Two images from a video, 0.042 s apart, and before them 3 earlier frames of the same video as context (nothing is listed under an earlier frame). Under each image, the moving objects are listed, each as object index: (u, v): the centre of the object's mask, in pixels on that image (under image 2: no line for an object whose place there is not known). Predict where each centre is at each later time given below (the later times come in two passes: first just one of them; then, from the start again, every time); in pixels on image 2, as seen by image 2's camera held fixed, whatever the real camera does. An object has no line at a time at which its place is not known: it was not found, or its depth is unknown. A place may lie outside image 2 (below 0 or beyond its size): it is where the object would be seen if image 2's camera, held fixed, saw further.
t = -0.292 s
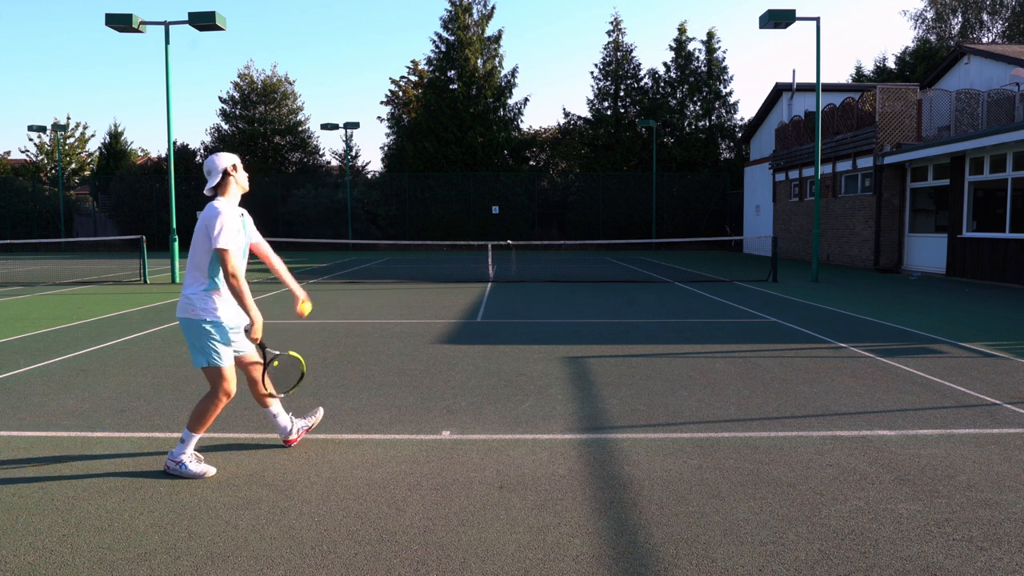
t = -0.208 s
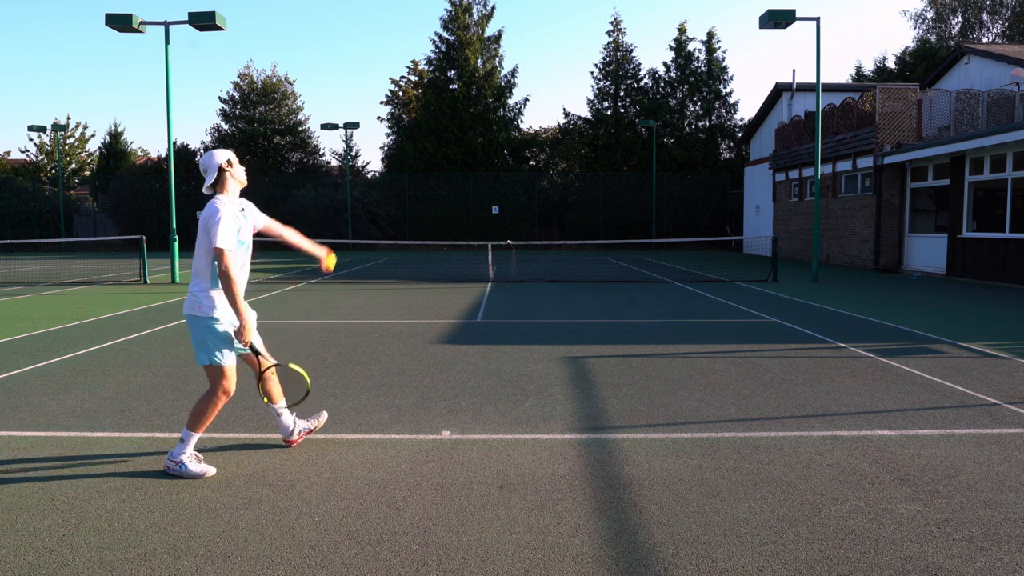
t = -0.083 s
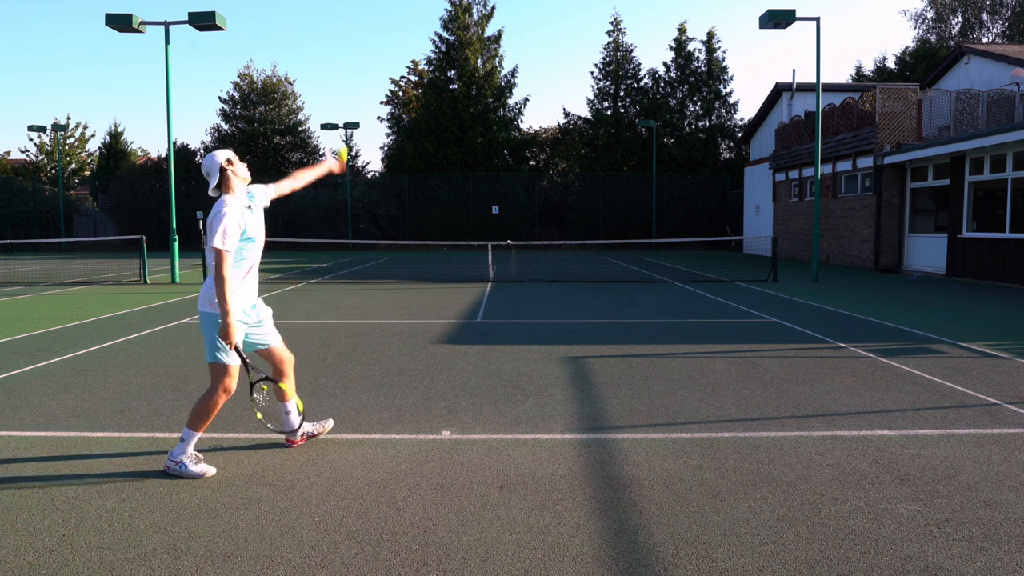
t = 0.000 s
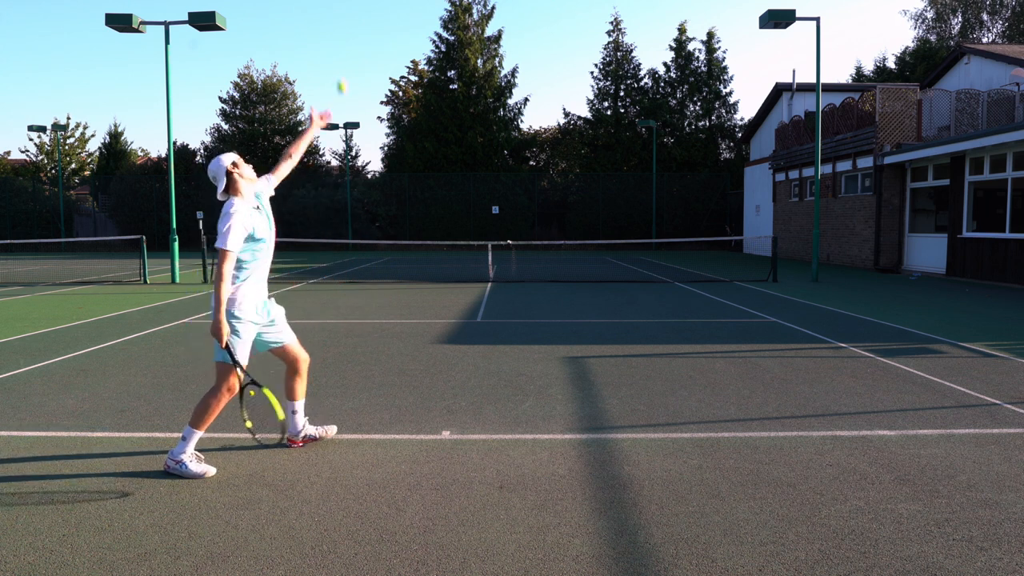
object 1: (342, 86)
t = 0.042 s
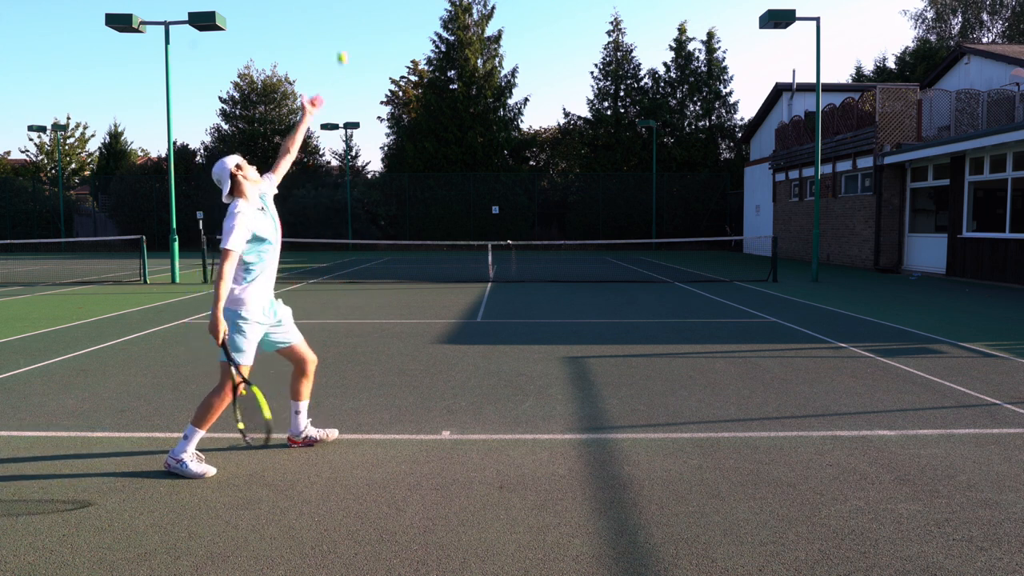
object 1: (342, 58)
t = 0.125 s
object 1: (342, 7)
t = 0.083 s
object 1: (342, 31)
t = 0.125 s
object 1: (342, 7)
